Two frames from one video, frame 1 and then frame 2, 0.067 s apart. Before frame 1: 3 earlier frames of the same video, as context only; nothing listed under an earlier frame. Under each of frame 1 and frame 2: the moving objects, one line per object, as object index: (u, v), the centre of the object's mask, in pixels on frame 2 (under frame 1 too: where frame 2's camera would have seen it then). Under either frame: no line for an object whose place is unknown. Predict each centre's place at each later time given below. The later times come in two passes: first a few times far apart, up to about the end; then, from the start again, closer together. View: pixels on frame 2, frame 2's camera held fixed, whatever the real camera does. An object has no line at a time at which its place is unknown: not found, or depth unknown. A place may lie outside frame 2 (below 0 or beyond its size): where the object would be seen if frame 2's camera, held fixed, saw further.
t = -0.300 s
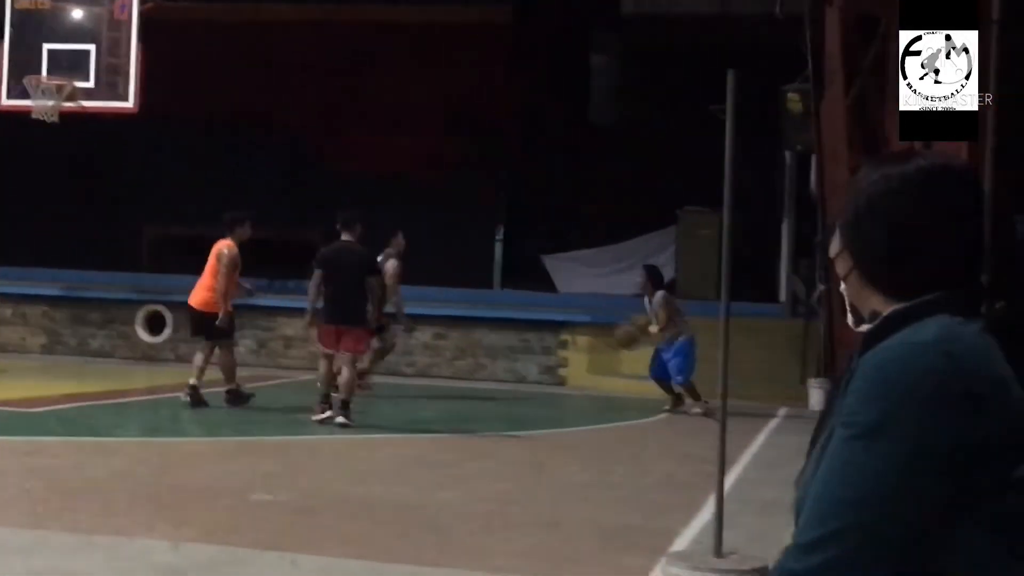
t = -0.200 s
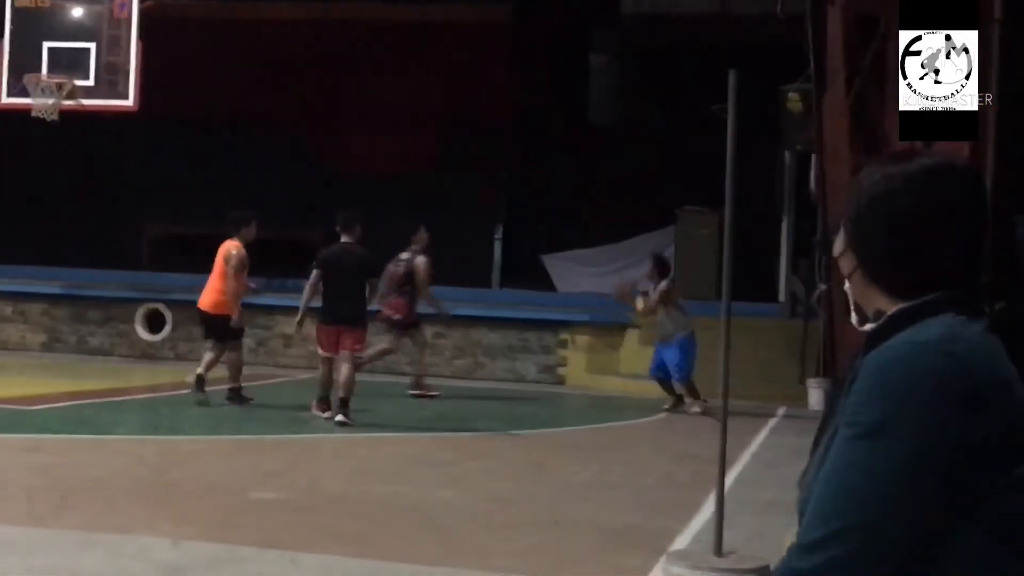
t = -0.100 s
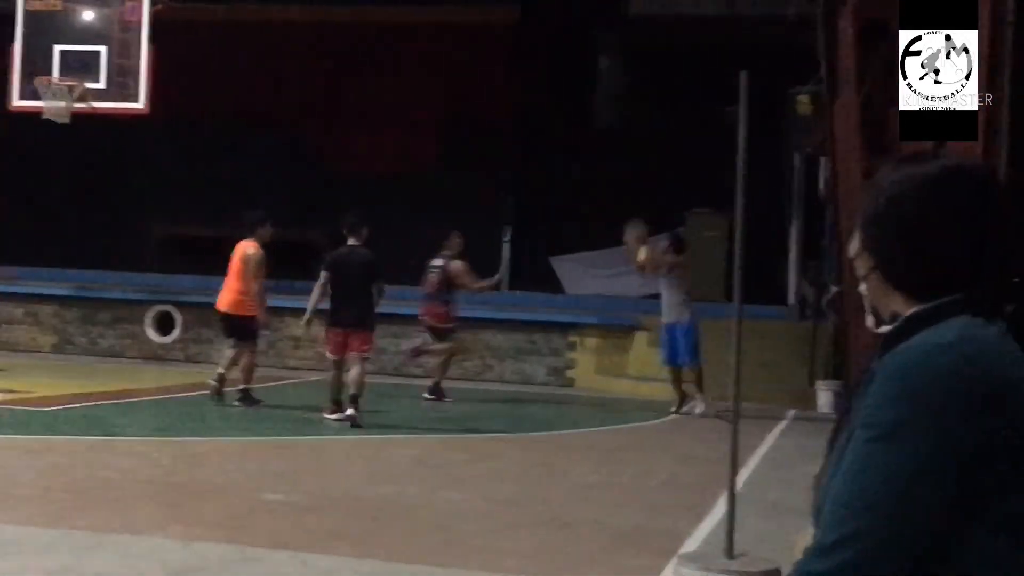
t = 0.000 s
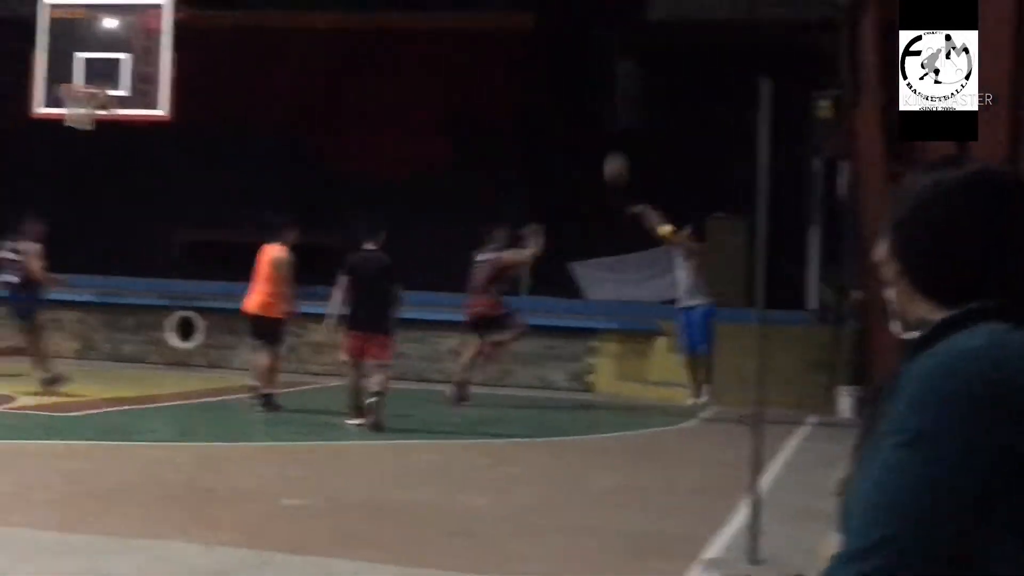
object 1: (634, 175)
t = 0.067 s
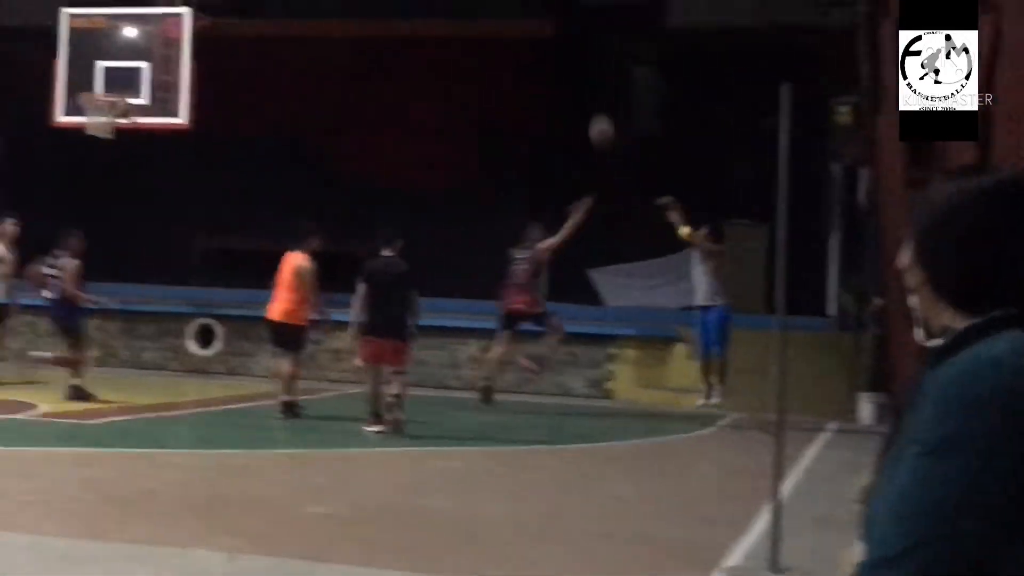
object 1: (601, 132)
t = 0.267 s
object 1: (508, 29)
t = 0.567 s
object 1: (376, -45)
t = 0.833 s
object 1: (262, -37)
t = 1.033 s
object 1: (180, 13)
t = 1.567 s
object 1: (102, 169)
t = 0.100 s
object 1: (585, 111)
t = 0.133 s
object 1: (570, 94)
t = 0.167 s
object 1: (555, 76)
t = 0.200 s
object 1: (539, 59)
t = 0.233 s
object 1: (523, 44)
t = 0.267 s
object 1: (508, 29)
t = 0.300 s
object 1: (492, 17)
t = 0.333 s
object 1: (477, 5)
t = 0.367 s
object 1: (462, -6)
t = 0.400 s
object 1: (448, -16)
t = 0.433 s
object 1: (434, -24)
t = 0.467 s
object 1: (419, -30)
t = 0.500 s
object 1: (405, -36)
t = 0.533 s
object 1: (389, -40)
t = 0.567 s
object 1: (376, -45)
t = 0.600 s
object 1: (361, -47)
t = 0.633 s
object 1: (347, -49)
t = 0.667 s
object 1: (333, -49)
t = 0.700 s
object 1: (319, -48)
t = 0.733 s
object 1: (304, -47)
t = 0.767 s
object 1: (290, -44)
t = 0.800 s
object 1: (276, -40)
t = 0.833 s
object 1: (262, -37)
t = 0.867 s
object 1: (248, -30)
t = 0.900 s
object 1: (234, -24)
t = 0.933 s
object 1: (220, -16)
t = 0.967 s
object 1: (206, -7)
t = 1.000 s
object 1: (192, 1)
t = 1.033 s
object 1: (180, 13)
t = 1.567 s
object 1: (102, 169)
